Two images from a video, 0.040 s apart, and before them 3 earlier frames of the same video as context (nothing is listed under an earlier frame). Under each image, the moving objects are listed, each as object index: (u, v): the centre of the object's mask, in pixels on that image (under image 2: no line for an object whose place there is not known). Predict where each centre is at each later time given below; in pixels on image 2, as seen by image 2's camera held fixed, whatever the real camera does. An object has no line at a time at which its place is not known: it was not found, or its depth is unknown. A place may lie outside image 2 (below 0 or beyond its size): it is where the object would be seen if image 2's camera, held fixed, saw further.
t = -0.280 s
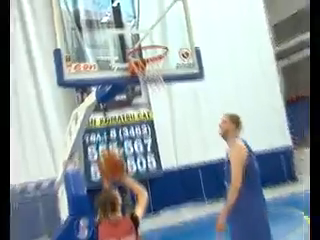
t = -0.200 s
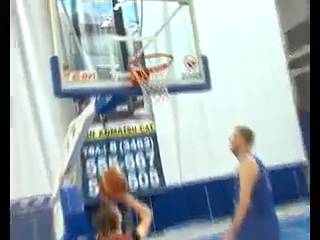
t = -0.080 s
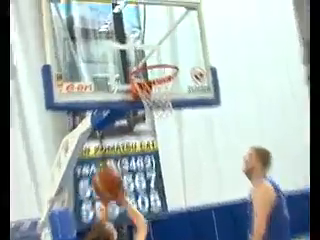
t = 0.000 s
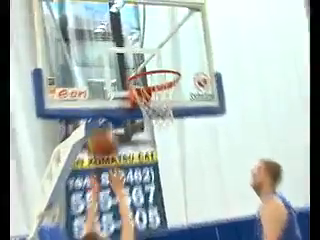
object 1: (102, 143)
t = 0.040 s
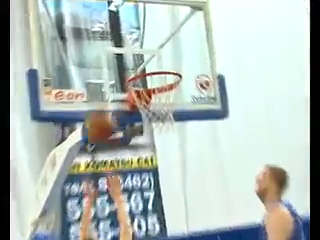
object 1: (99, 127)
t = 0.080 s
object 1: (101, 106)
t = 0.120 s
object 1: (102, 89)
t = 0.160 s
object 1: (103, 75)
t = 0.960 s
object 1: (158, 96)
